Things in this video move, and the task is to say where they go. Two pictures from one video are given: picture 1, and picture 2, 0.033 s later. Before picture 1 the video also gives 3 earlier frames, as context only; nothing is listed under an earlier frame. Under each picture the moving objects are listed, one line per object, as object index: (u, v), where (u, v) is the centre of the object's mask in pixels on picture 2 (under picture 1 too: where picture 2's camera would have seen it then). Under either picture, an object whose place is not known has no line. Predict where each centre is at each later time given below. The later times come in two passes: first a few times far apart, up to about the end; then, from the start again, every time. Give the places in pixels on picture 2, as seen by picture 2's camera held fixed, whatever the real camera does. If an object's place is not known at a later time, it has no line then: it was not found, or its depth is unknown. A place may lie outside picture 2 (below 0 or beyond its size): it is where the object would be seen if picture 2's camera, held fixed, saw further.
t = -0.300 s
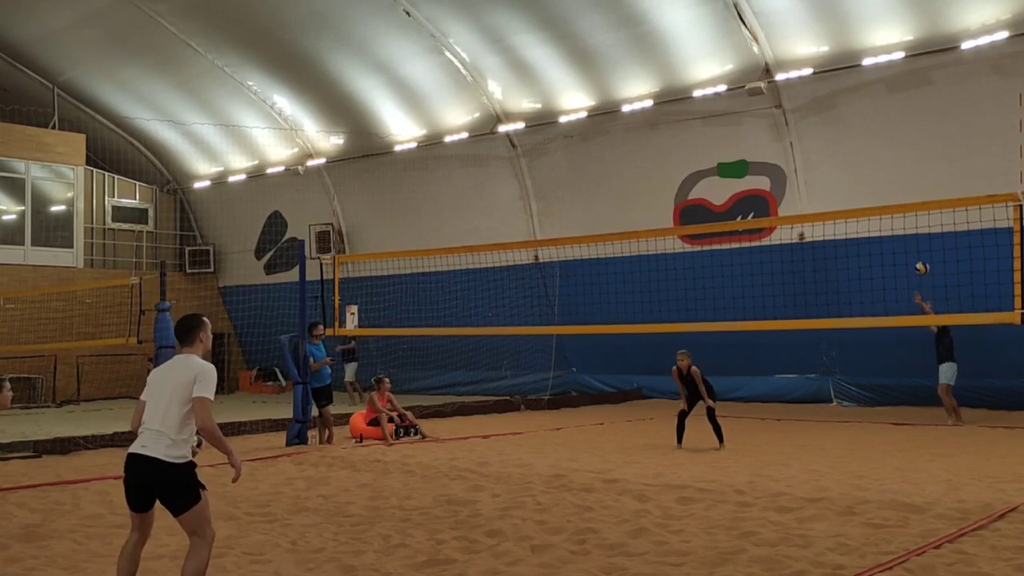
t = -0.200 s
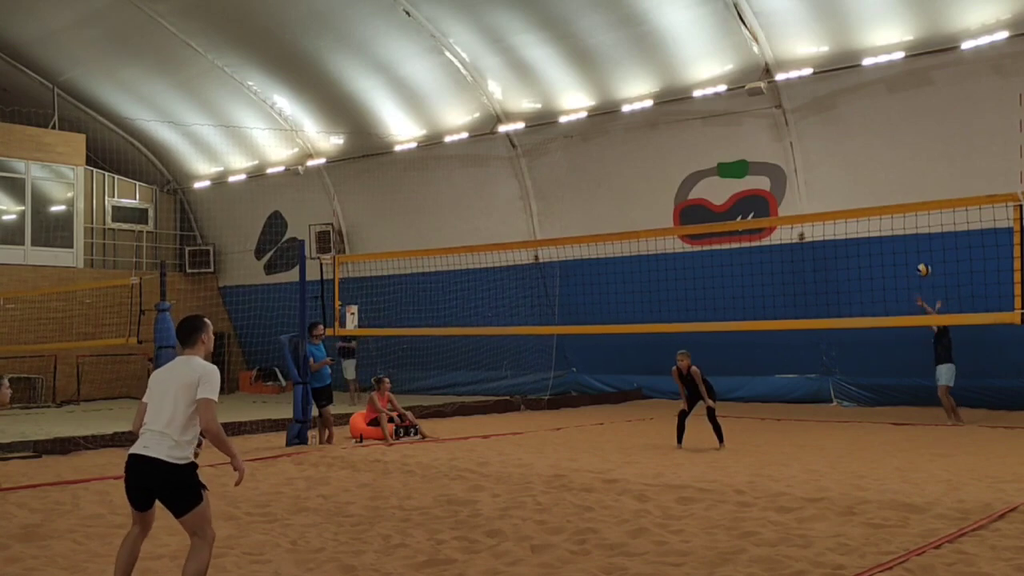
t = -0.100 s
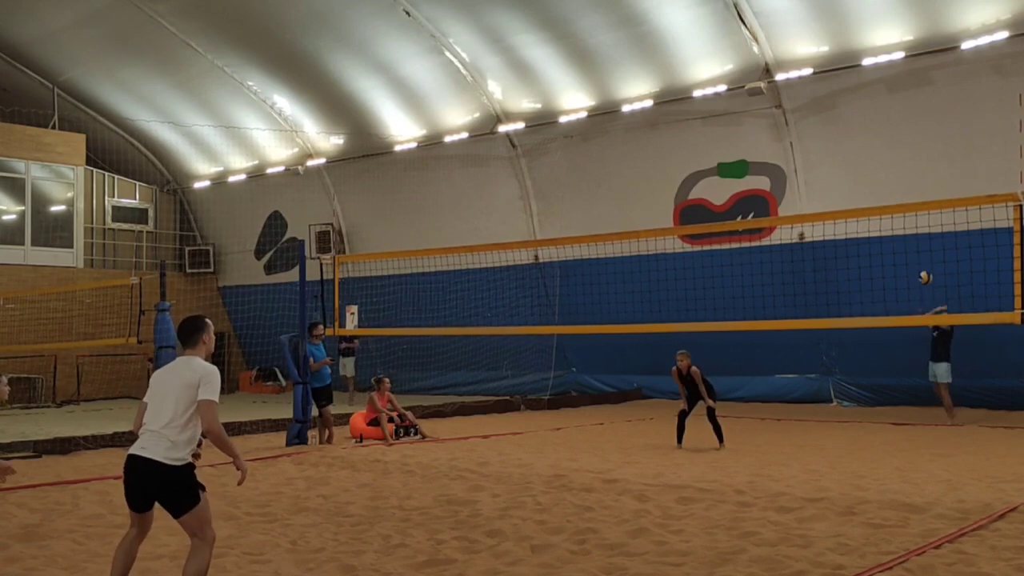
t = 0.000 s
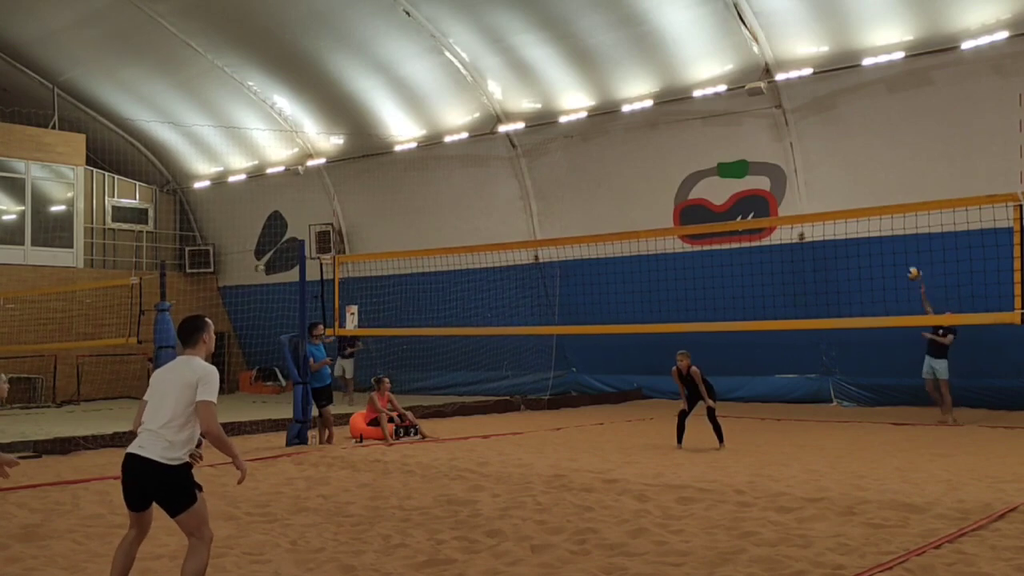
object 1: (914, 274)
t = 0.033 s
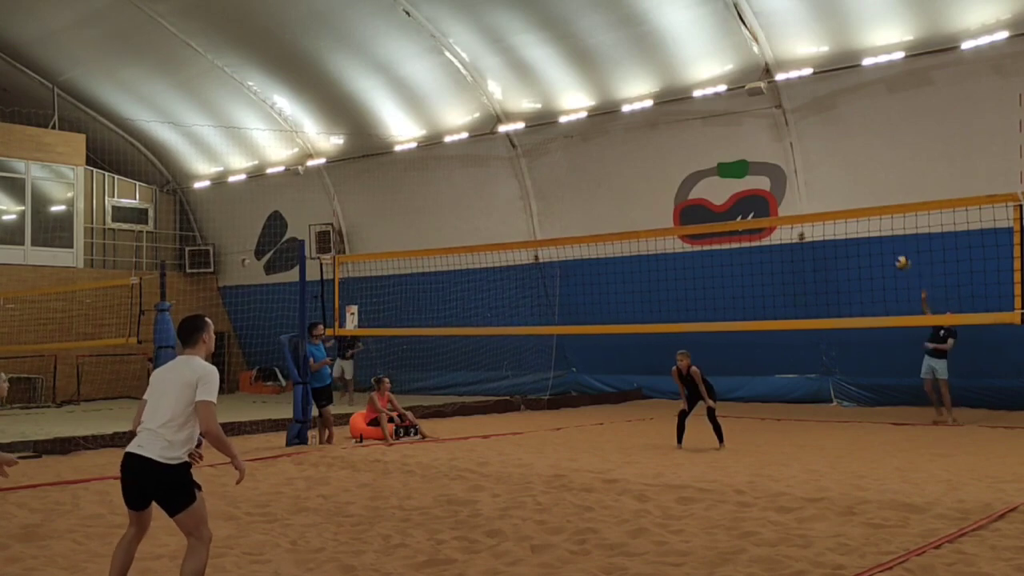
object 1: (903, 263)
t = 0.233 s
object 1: (828, 205)
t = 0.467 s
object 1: (725, 168)
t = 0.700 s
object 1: (601, 169)
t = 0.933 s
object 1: (452, 231)
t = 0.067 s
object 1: (891, 252)
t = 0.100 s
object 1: (879, 243)
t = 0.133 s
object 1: (866, 232)
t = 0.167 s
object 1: (854, 224)
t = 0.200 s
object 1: (841, 220)
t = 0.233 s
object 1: (828, 205)
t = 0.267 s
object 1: (815, 198)
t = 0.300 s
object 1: (801, 191)
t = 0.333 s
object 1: (786, 185)
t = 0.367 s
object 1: (772, 178)
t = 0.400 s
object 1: (757, 174)
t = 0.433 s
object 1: (742, 169)
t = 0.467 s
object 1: (725, 168)
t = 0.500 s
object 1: (708, 164)
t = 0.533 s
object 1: (692, 163)
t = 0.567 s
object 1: (674, 162)
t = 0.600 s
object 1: (656, 162)
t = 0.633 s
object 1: (639, 164)
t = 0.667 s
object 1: (620, 166)
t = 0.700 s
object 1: (601, 169)
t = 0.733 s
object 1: (582, 174)
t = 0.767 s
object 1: (562, 180)
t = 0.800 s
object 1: (541, 188)
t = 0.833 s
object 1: (520, 197)
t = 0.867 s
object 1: (498, 207)
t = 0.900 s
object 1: (475, 218)
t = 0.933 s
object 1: (452, 231)
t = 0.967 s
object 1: (429, 246)
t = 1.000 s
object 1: (404, 263)
